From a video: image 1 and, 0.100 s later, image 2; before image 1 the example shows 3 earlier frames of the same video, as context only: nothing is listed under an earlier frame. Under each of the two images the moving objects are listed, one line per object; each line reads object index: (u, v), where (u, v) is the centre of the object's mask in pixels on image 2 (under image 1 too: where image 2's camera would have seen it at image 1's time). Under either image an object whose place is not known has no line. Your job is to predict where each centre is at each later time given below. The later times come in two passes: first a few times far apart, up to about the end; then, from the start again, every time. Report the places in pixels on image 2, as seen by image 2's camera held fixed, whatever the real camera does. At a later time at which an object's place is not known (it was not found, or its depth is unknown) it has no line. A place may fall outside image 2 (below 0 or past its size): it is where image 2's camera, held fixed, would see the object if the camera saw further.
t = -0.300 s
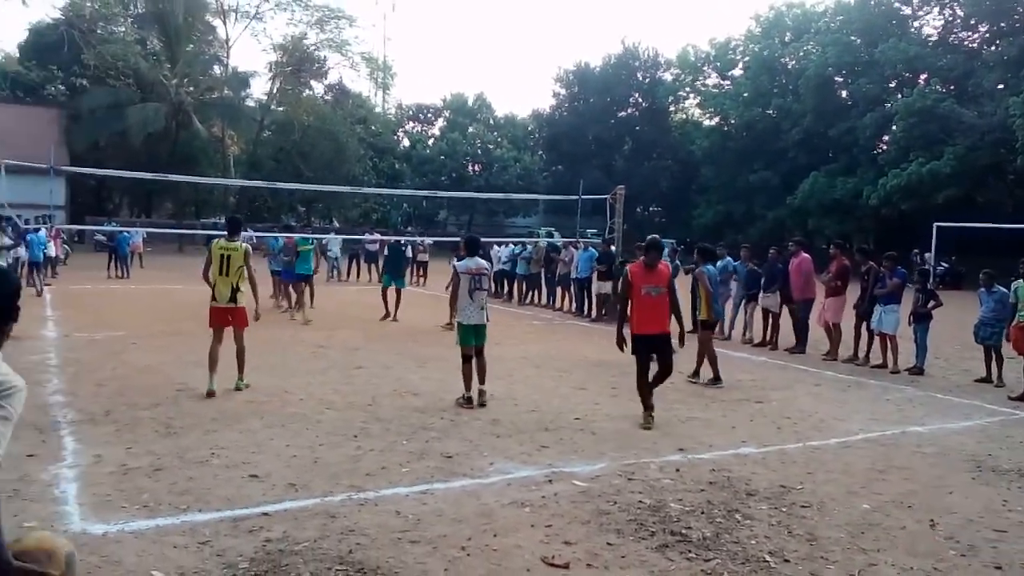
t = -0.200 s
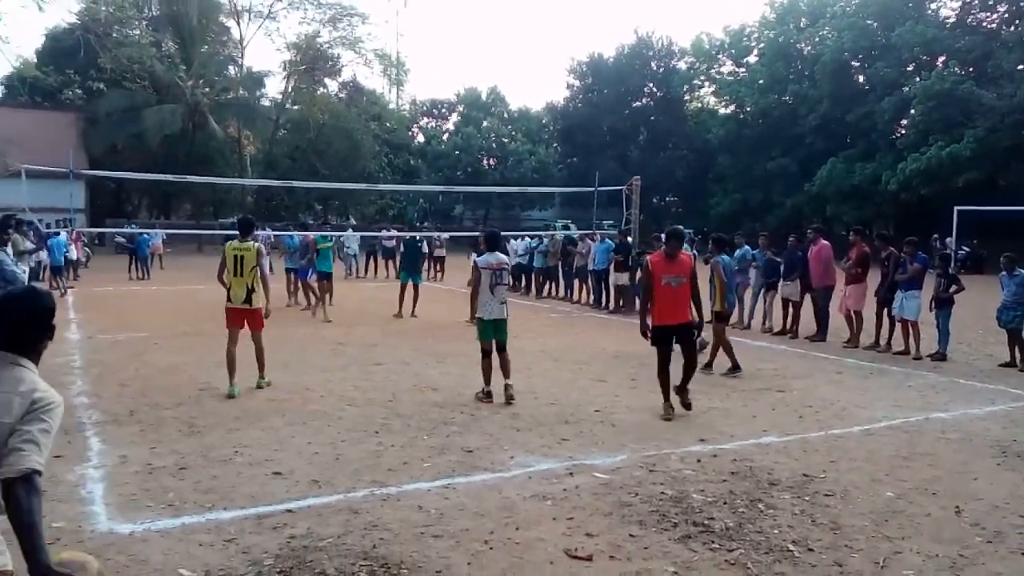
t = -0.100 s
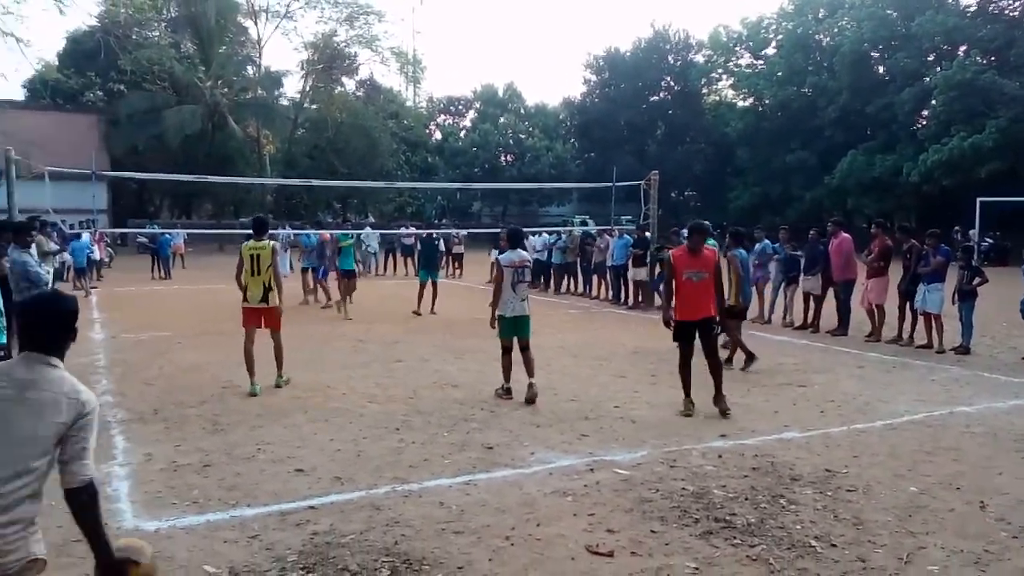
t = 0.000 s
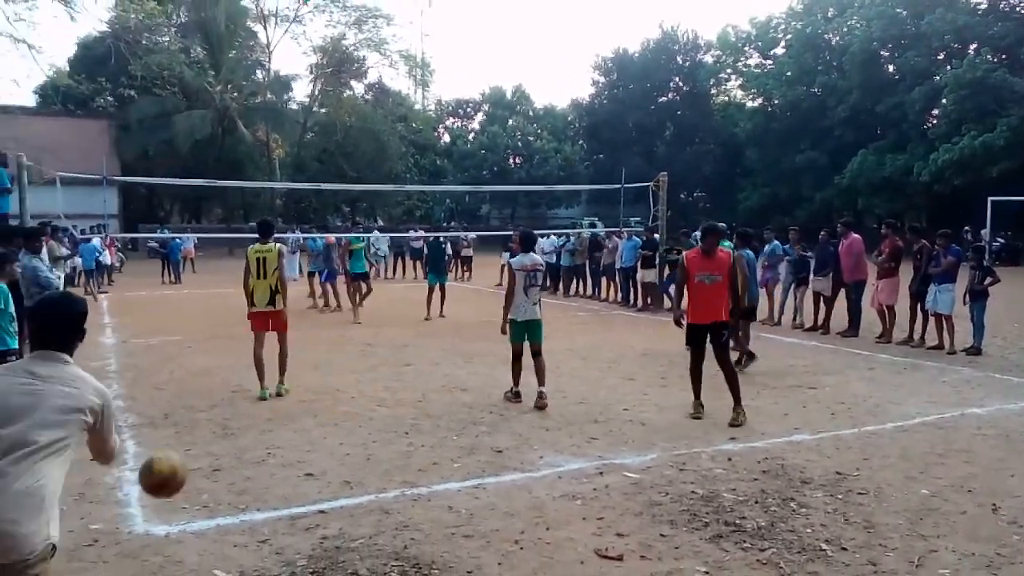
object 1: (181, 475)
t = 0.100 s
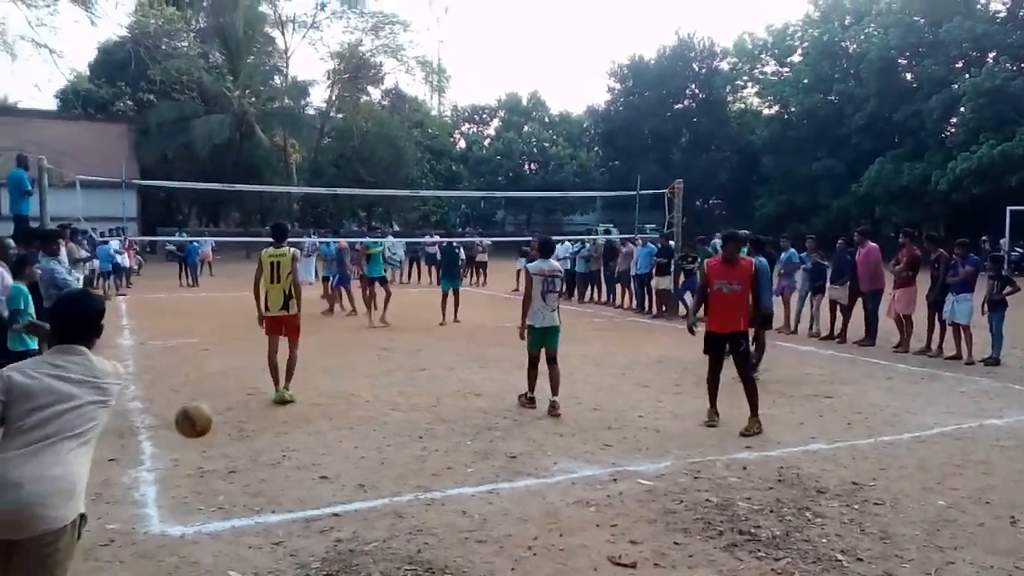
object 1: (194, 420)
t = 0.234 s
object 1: (209, 397)
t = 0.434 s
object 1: (224, 395)
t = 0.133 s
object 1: (197, 411)
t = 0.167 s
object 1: (201, 404)
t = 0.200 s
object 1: (205, 400)
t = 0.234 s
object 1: (209, 397)
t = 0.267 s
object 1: (212, 396)
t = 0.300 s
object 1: (215, 397)
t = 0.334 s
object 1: (217, 399)
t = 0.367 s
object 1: (220, 403)
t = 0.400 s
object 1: (223, 407)
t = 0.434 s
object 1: (224, 395)
